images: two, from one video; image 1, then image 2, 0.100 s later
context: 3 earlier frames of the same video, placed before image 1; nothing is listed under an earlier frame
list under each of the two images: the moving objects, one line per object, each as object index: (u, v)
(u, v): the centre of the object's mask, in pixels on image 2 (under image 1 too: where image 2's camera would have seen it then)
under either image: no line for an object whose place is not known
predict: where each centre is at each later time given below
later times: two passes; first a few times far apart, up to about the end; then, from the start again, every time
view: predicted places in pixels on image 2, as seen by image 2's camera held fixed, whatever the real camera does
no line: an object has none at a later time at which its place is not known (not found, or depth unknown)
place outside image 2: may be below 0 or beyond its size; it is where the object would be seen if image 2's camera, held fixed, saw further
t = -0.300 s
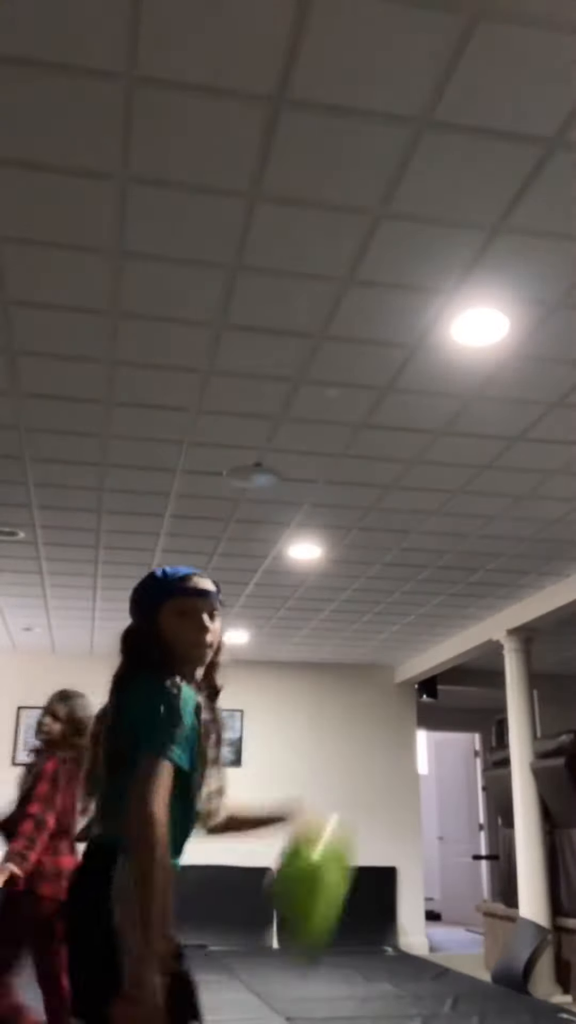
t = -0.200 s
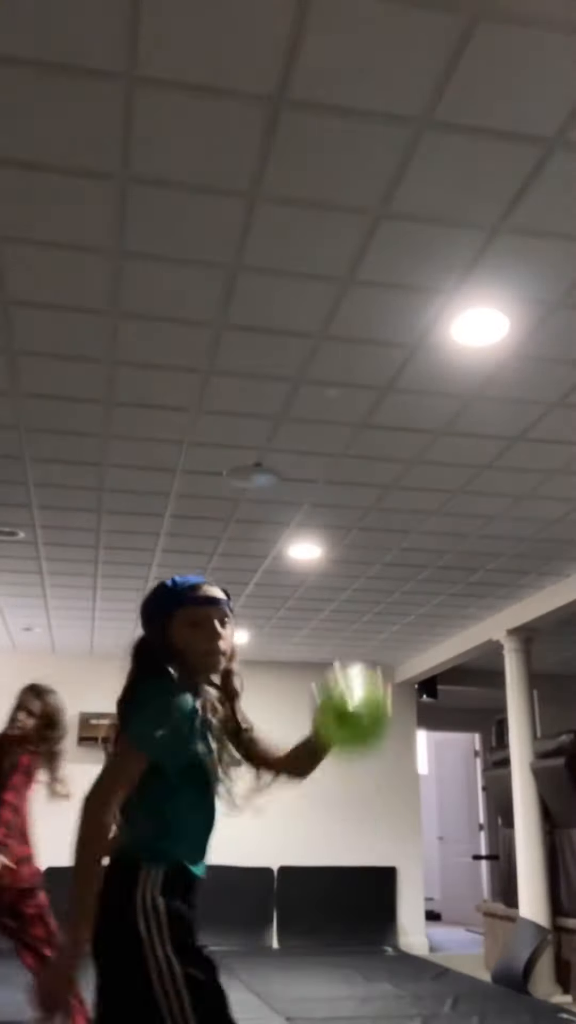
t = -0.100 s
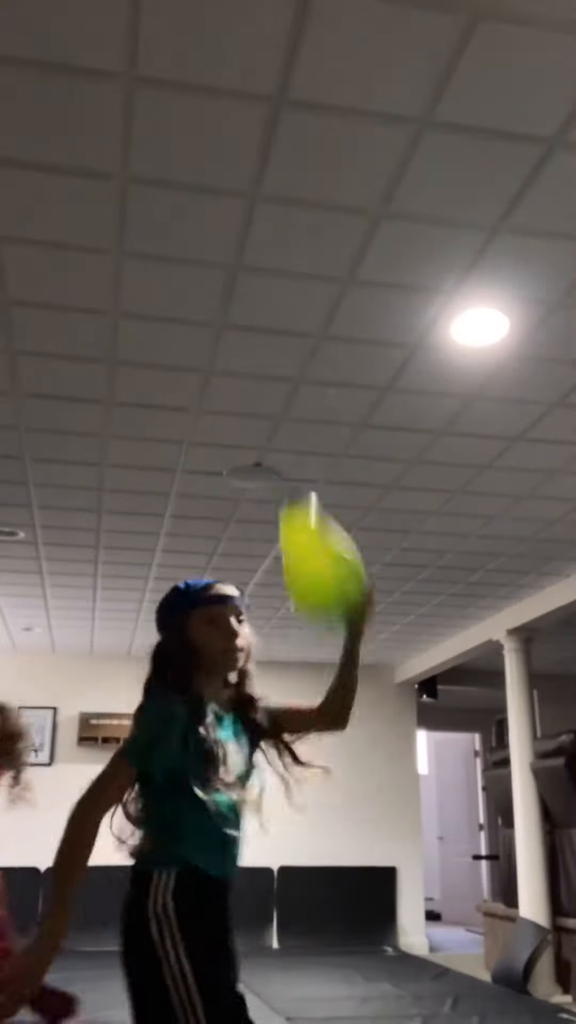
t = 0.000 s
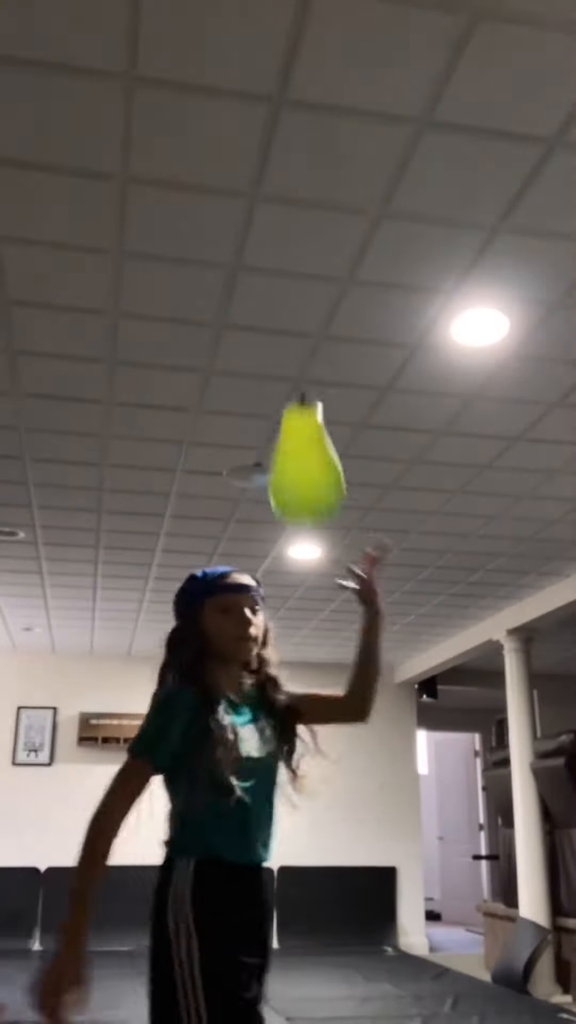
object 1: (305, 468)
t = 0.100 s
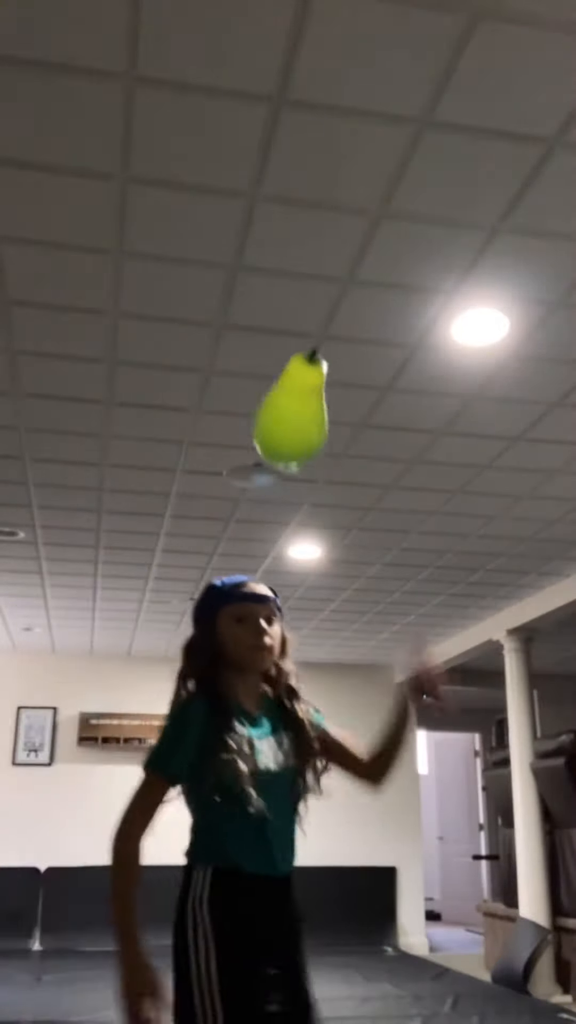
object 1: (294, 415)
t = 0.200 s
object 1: (282, 390)
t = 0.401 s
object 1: (260, 393)
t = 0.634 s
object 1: (237, 503)
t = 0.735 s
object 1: (228, 574)
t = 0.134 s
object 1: (290, 403)
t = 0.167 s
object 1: (286, 395)
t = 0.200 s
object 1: (282, 390)
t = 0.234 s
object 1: (277, 386)
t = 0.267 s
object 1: (272, 383)
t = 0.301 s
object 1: (269, 382)
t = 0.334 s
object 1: (265, 383)
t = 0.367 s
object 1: (263, 387)
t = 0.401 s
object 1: (260, 393)
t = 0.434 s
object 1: (256, 412)
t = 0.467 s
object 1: (253, 418)
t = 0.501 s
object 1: (249, 428)
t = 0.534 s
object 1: (246, 444)
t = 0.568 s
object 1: (243, 462)
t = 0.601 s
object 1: (239, 481)
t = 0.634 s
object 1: (237, 503)
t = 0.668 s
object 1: (233, 527)
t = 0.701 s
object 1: (231, 550)
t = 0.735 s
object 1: (228, 574)
